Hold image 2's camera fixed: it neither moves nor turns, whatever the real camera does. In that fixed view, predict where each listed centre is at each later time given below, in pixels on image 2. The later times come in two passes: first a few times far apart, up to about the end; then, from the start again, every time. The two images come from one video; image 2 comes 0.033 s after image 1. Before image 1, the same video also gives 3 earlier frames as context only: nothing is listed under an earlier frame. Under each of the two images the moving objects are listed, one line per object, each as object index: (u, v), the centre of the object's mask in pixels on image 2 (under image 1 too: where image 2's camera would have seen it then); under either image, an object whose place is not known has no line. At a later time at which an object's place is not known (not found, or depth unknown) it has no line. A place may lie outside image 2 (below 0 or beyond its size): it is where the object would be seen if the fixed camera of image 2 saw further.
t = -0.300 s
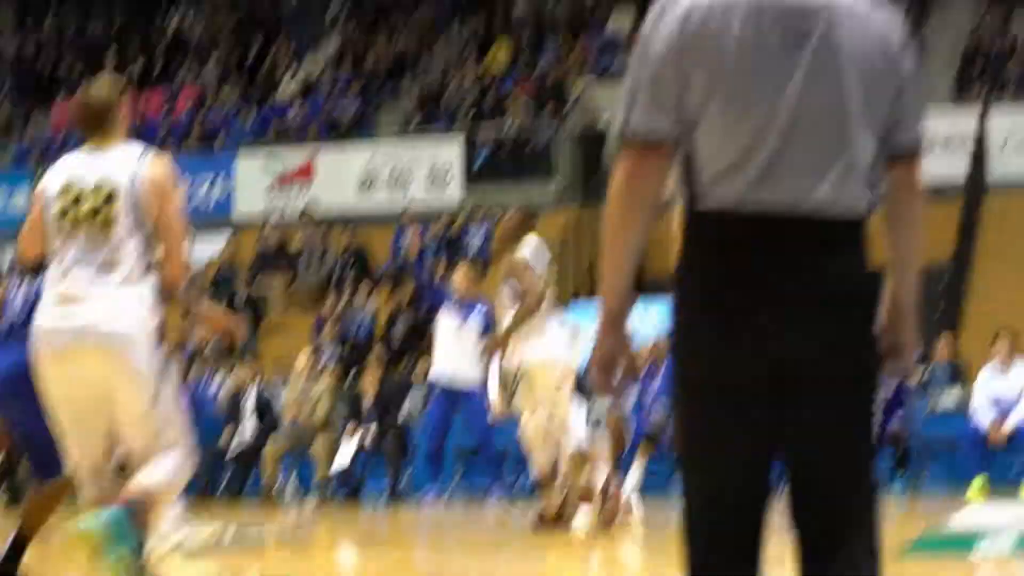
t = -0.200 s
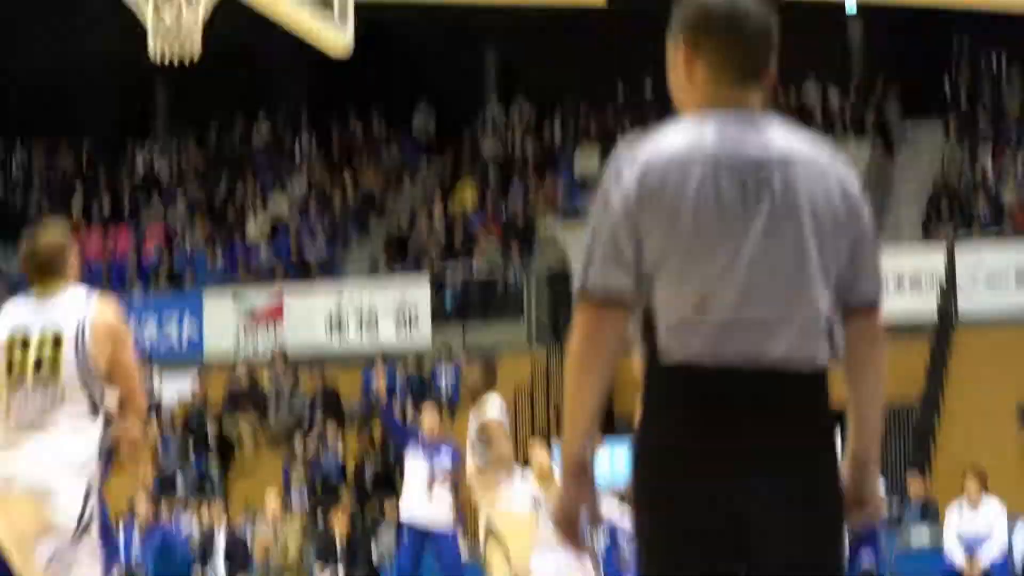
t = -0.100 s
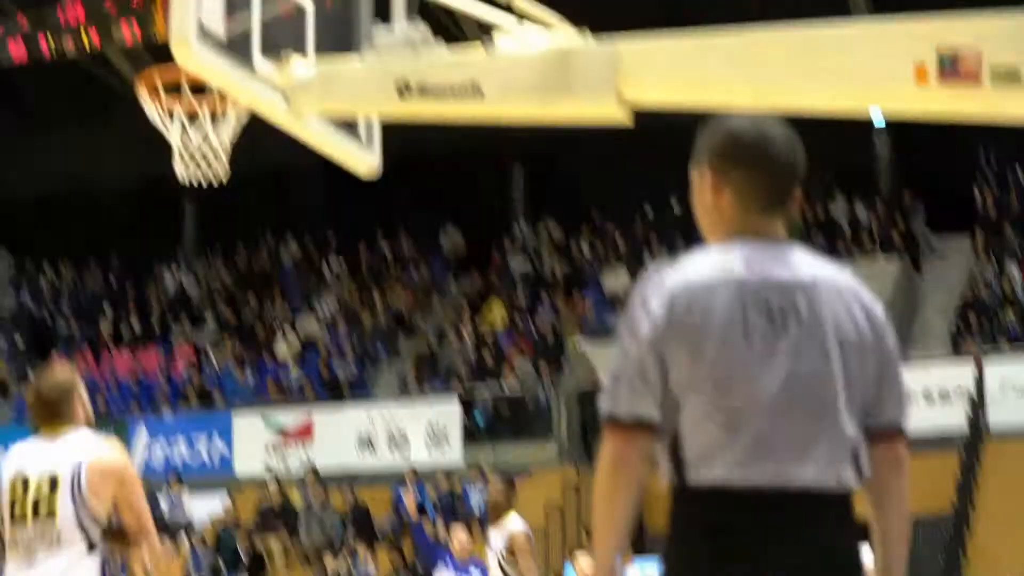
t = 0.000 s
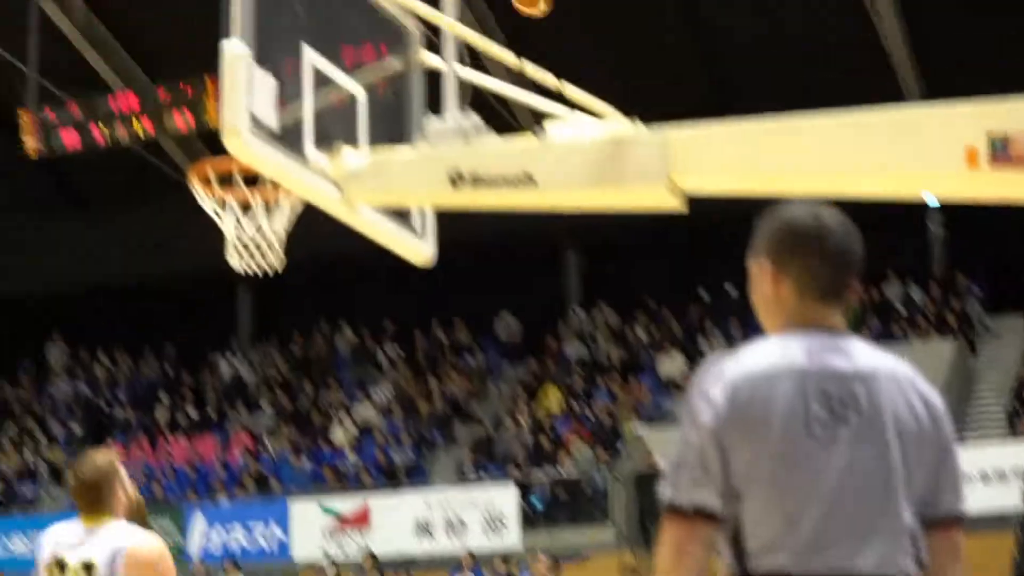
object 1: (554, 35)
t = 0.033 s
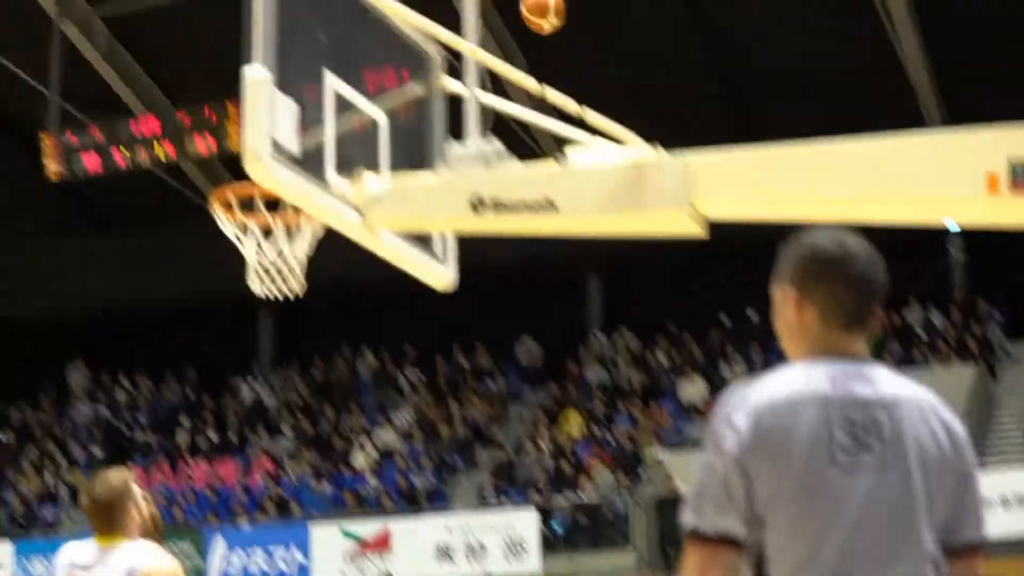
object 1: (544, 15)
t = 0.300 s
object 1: (452, -2)
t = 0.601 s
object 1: (302, 133)
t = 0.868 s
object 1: (298, 241)
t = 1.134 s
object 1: (277, 292)
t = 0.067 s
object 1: (534, 1)
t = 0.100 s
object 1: (525, -4)
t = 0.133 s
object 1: (514, -9)
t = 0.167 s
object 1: (503, -13)
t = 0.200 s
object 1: (496, -13)
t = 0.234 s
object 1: (486, -13)
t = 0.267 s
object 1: (466, -9)
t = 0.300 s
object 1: (452, -2)
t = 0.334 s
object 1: (446, 3)
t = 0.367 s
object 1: (441, 8)
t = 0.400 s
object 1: (422, 34)
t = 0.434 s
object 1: (406, 50)
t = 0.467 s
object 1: (389, 59)
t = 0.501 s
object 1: (370, 69)
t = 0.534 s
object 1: (347, 83)
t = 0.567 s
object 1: (315, 106)
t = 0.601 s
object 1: (302, 133)
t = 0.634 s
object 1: (290, 155)
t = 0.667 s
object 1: (247, 200)
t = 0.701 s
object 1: (254, 214)
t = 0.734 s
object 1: (264, 222)
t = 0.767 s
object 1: (275, 236)
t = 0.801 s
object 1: (286, 240)
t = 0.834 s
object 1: (292, 242)
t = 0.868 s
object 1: (298, 241)
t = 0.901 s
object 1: (304, 242)
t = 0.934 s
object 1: (306, 244)
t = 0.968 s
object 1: (304, 246)
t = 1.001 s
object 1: (301, 248)
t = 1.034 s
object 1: (298, 263)
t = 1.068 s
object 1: (293, 271)
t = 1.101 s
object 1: (285, 282)
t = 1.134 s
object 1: (277, 292)
